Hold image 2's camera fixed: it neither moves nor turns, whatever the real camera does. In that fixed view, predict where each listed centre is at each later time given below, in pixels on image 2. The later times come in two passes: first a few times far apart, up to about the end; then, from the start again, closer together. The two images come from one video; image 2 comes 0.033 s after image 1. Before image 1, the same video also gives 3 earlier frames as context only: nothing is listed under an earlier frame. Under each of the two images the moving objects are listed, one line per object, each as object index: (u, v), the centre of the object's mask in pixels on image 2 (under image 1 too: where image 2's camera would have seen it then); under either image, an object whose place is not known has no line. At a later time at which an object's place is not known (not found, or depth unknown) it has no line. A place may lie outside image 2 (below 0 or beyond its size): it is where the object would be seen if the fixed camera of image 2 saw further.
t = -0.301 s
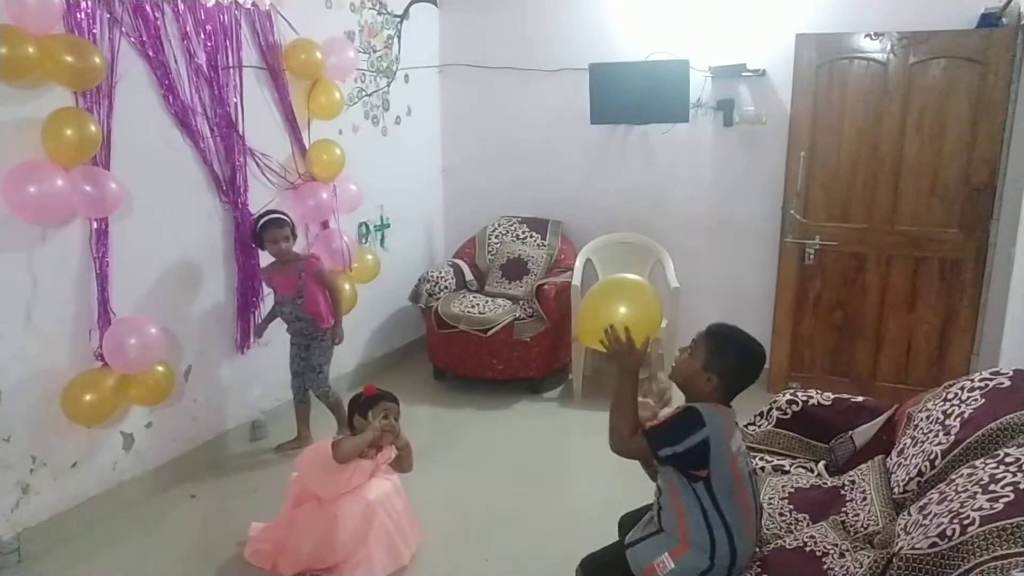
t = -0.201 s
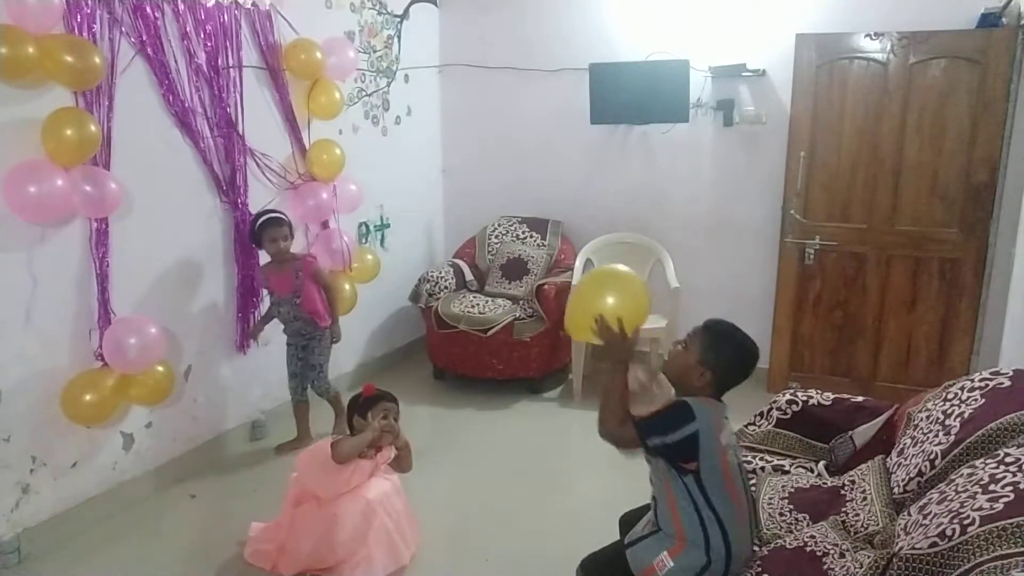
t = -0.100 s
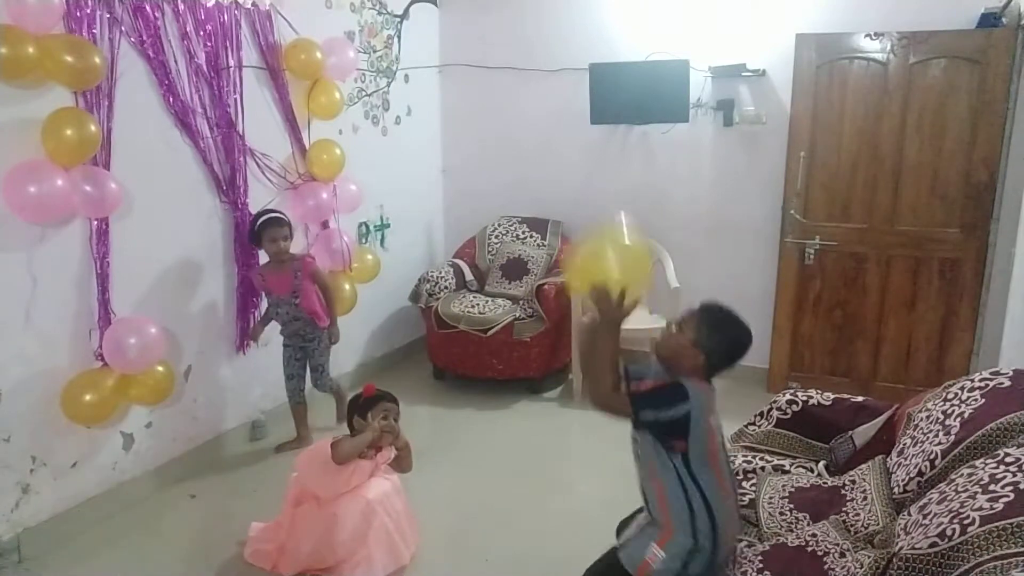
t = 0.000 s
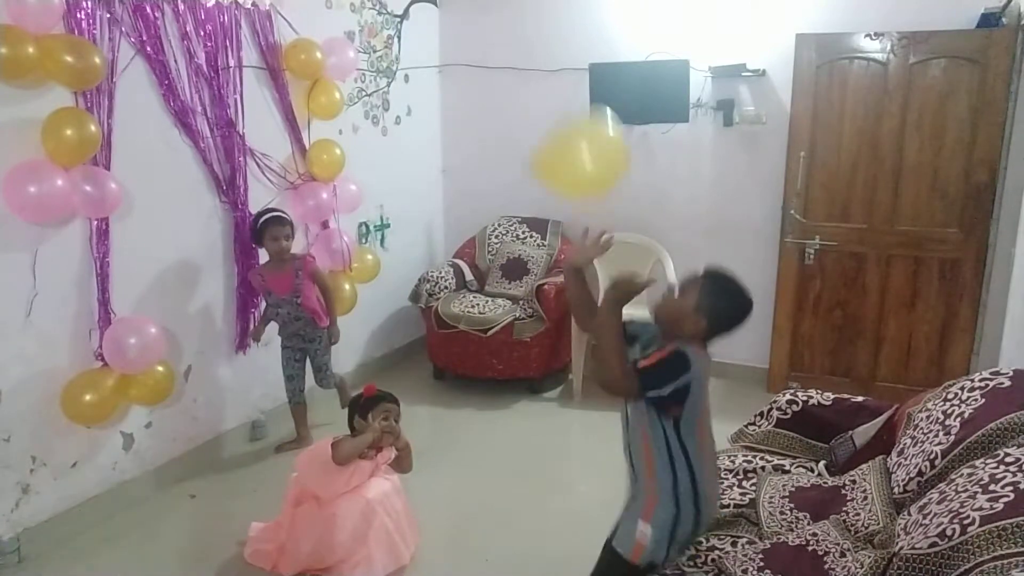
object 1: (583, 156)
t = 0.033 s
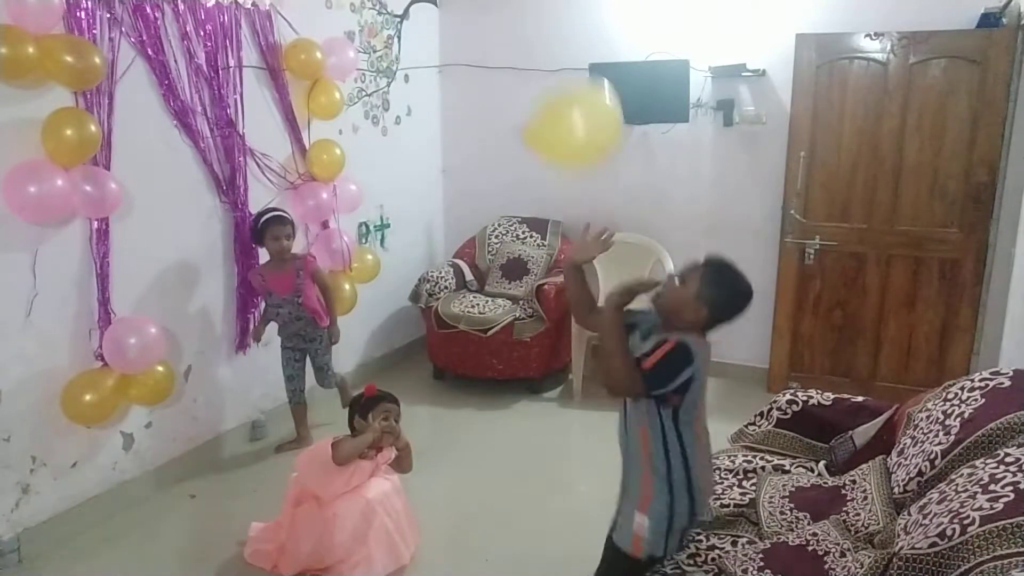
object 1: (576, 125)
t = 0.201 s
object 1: (555, 35)
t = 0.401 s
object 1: (544, 18)
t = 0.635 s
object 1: (550, 17)
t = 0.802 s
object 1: (548, 24)
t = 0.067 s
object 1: (571, 99)
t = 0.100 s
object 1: (565, 76)
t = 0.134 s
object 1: (560, 56)
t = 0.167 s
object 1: (558, 42)
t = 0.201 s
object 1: (555, 35)
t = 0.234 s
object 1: (554, 29)
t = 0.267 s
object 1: (551, 26)
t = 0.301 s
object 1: (549, 23)
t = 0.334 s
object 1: (547, 21)
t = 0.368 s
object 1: (546, 19)
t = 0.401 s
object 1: (544, 18)
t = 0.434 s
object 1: (544, 17)
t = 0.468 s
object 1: (544, 17)
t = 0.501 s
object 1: (544, 17)
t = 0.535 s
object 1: (545, 16)
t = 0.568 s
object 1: (547, 16)
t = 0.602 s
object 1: (548, 17)
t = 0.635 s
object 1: (550, 17)
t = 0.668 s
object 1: (550, 17)
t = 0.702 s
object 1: (550, 18)
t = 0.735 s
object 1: (550, 20)
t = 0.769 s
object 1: (549, 22)
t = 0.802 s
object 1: (548, 24)
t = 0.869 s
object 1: (545, 31)
